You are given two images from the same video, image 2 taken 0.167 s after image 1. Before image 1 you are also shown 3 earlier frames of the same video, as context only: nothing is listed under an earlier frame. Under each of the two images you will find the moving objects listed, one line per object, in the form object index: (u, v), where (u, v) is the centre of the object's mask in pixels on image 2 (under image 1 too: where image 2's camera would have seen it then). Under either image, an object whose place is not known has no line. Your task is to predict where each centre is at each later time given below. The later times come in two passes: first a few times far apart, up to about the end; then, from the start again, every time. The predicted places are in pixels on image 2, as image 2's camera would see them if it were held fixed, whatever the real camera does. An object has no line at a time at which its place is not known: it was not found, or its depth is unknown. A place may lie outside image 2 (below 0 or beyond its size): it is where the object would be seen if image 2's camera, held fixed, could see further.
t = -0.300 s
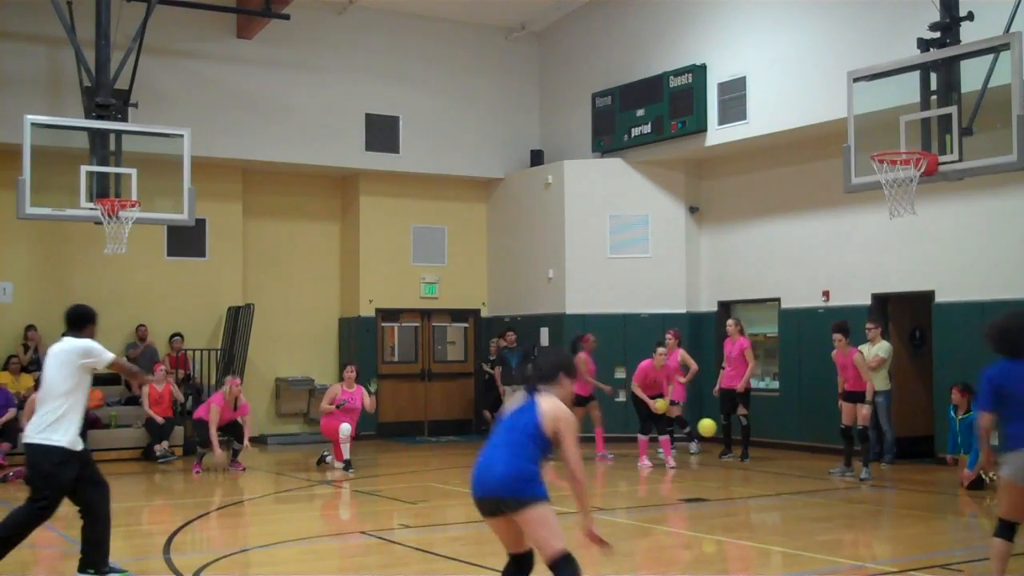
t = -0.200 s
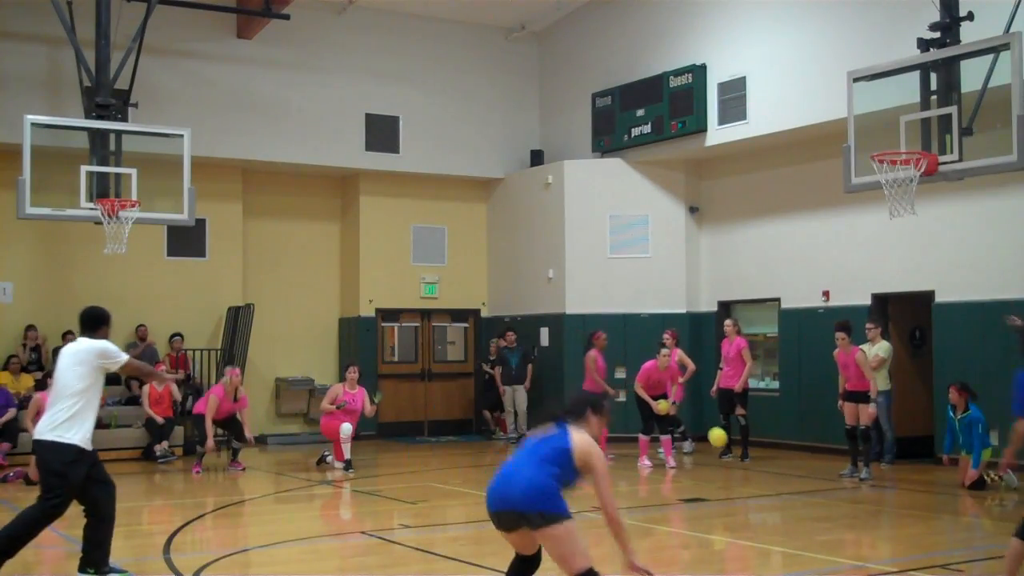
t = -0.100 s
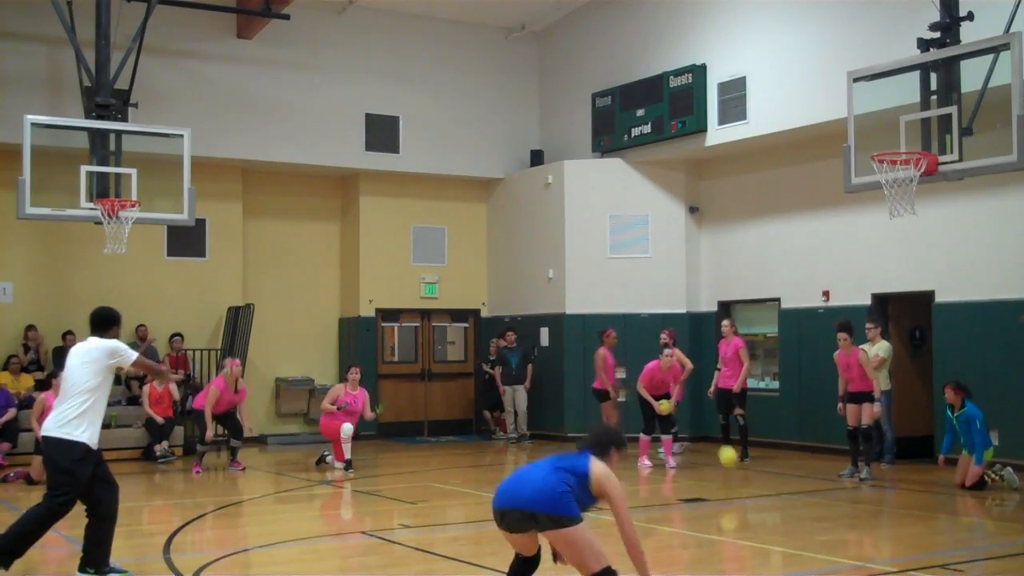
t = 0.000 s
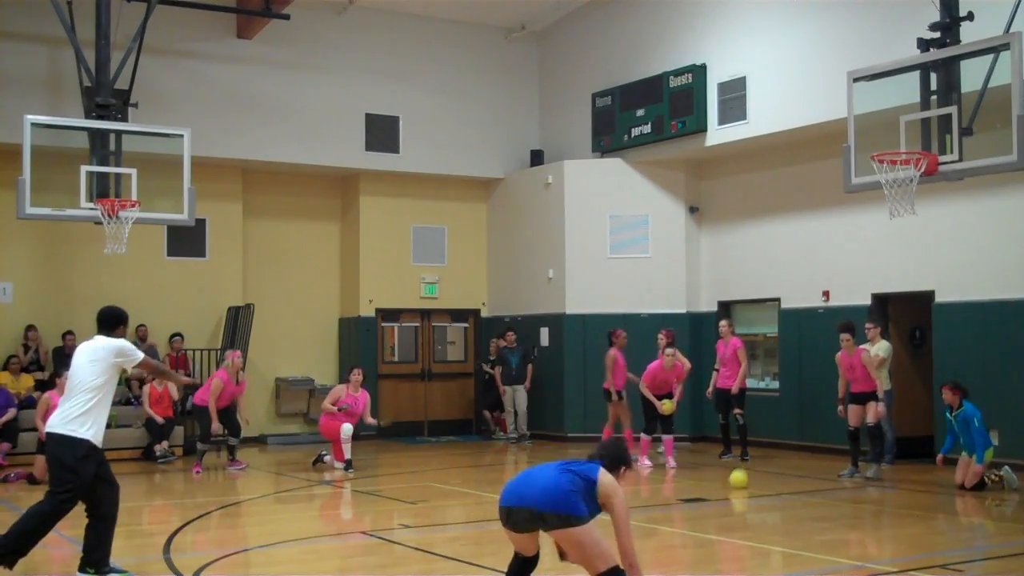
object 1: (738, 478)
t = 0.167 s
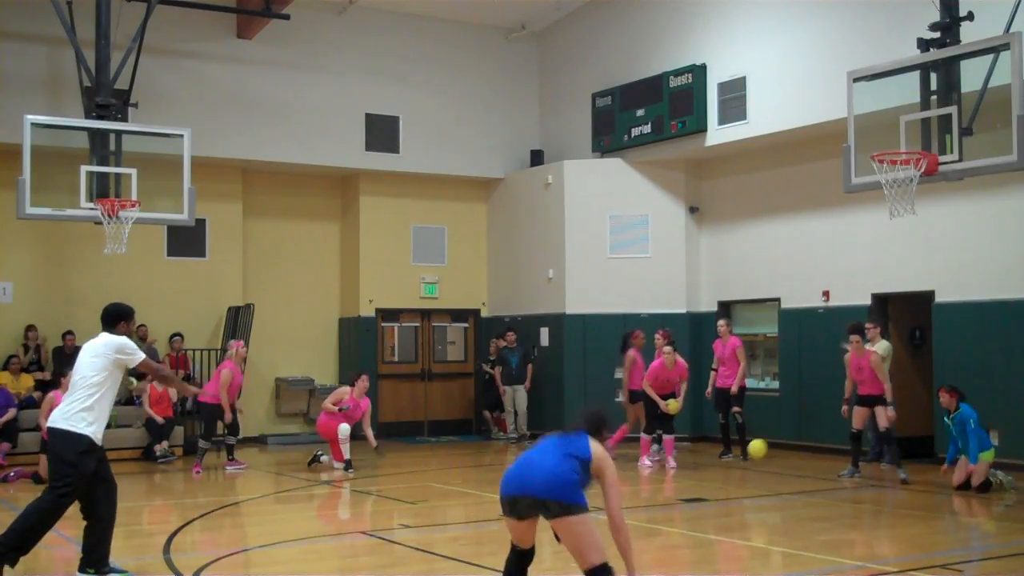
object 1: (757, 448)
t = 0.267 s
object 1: (769, 443)
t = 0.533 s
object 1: (799, 472)
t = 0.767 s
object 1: (828, 459)
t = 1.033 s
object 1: (860, 471)
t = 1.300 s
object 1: (894, 469)
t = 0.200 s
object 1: (761, 445)
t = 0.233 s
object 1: (765, 443)
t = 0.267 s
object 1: (769, 443)
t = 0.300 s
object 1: (773, 442)
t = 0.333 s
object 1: (776, 443)
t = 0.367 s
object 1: (780, 446)
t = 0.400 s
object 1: (784, 449)
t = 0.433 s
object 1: (788, 453)
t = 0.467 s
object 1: (792, 458)
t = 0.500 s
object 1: (796, 465)
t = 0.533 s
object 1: (799, 472)
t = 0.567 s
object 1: (804, 481)
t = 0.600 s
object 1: (808, 485)
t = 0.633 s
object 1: (812, 479)
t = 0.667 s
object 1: (816, 472)
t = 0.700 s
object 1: (820, 467)
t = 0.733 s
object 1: (824, 462)
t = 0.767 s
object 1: (828, 459)
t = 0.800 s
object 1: (832, 457)
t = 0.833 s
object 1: (836, 455)
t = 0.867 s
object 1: (840, 455)
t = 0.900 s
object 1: (844, 456)
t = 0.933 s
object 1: (848, 458)
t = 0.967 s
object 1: (852, 461)
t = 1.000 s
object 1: (856, 465)
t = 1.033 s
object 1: (860, 471)
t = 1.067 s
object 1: (865, 477)
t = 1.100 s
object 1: (869, 485)
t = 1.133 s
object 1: (874, 493)
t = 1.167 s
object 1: (878, 489)
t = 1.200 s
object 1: (882, 482)
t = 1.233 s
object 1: (885, 476)
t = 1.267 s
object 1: (890, 472)
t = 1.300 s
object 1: (894, 469)
